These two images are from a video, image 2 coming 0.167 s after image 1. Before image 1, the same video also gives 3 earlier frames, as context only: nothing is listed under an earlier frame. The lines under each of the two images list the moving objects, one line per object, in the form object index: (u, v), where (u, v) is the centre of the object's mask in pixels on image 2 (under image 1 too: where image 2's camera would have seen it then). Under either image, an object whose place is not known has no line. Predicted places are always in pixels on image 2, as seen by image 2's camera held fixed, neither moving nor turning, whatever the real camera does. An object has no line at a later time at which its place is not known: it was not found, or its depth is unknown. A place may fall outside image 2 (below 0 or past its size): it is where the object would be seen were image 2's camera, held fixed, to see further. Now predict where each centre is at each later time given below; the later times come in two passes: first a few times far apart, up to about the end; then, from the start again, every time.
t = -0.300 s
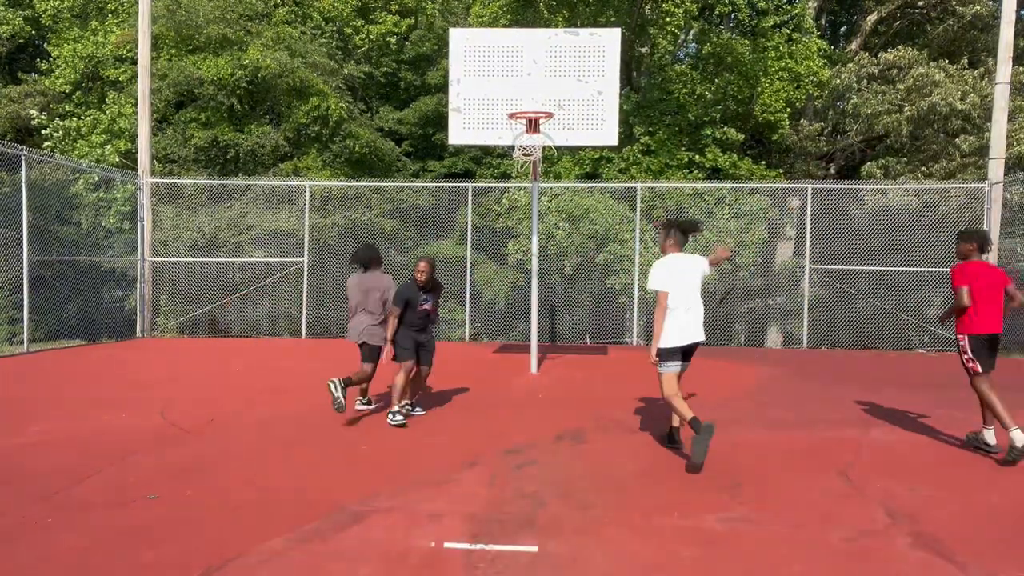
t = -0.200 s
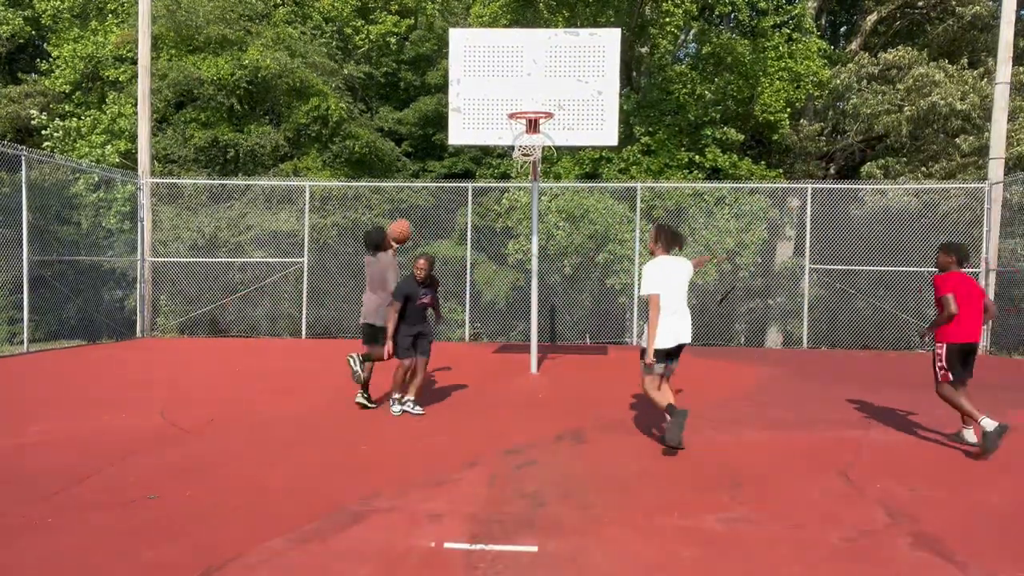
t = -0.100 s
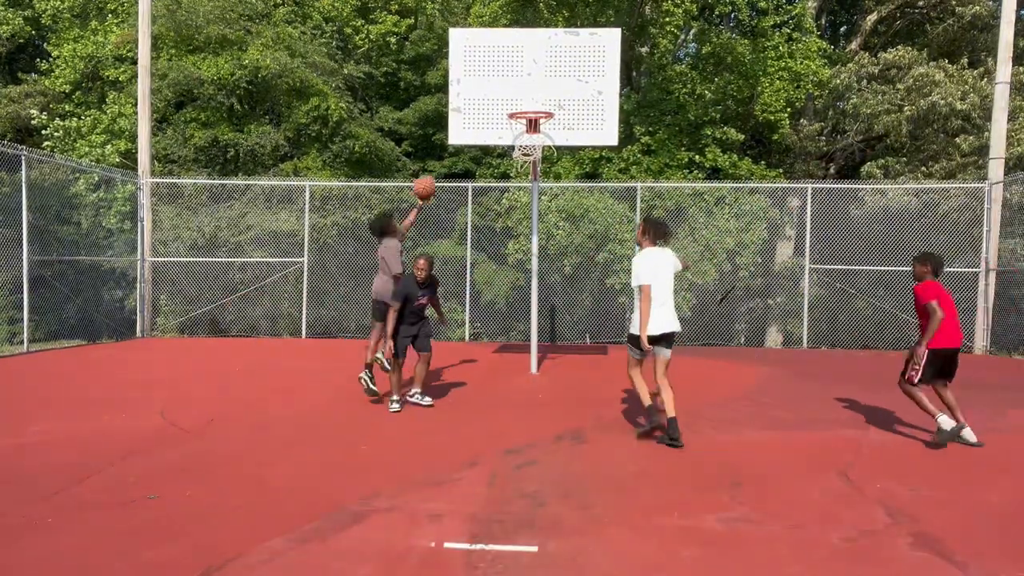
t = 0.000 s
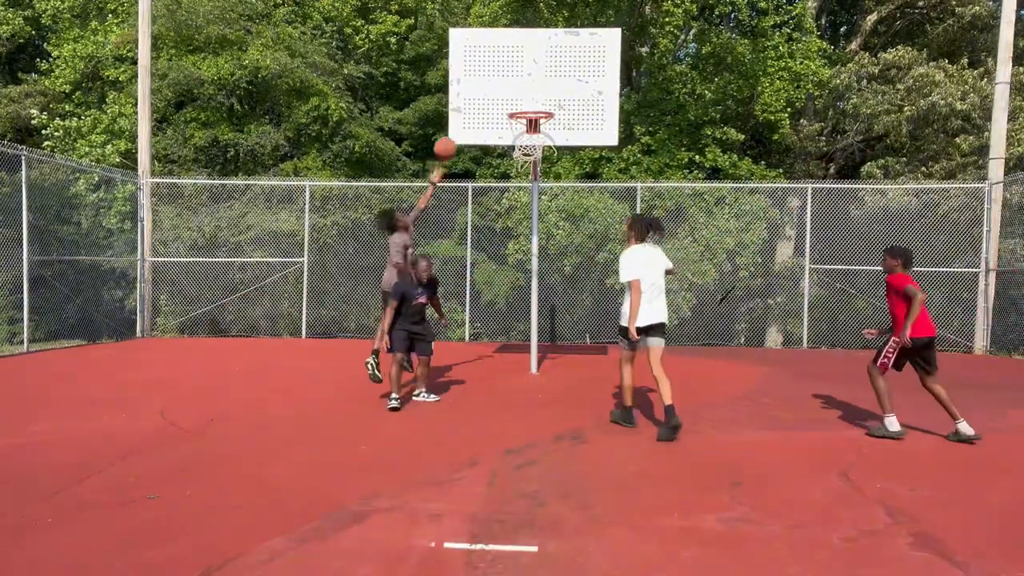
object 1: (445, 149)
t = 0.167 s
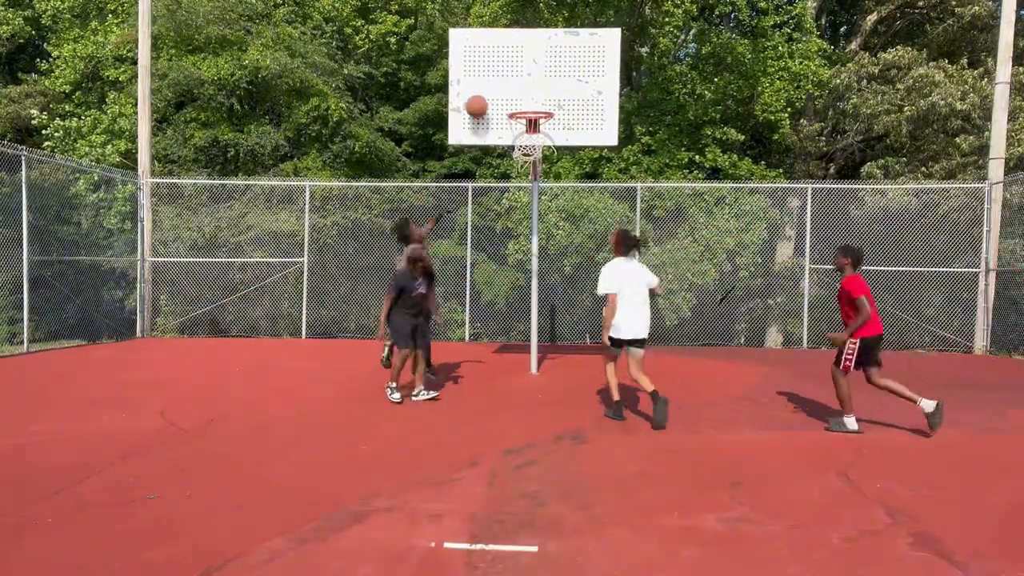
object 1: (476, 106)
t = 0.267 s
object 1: (493, 94)
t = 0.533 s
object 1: (518, 102)
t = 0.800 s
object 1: (549, 139)
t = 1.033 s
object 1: (546, 166)
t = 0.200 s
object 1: (483, 100)
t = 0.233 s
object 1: (489, 97)
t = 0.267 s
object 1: (493, 94)
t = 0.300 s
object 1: (495, 91)
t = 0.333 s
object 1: (499, 89)
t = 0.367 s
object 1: (502, 89)
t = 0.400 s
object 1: (505, 89)
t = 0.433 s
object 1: (509, 91)
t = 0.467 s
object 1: (512, 94)
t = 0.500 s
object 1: (515, 98)
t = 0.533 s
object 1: (518, 102)
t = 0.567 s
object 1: (521, 105)
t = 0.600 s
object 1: (525, 106)
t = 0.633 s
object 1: (530, 107)
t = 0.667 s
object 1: (534, 110)
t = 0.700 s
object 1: (541, 119)
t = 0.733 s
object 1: (543, 129)
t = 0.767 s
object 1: (546, 135)
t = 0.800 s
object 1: (549, 139)
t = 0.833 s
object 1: (548, 143)
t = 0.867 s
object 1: (548, 143)
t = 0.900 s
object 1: (548, 143)
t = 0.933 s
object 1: (547, 153)
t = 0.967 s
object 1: (548, 156)
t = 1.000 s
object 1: (546, 161)
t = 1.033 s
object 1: (546, 166)
